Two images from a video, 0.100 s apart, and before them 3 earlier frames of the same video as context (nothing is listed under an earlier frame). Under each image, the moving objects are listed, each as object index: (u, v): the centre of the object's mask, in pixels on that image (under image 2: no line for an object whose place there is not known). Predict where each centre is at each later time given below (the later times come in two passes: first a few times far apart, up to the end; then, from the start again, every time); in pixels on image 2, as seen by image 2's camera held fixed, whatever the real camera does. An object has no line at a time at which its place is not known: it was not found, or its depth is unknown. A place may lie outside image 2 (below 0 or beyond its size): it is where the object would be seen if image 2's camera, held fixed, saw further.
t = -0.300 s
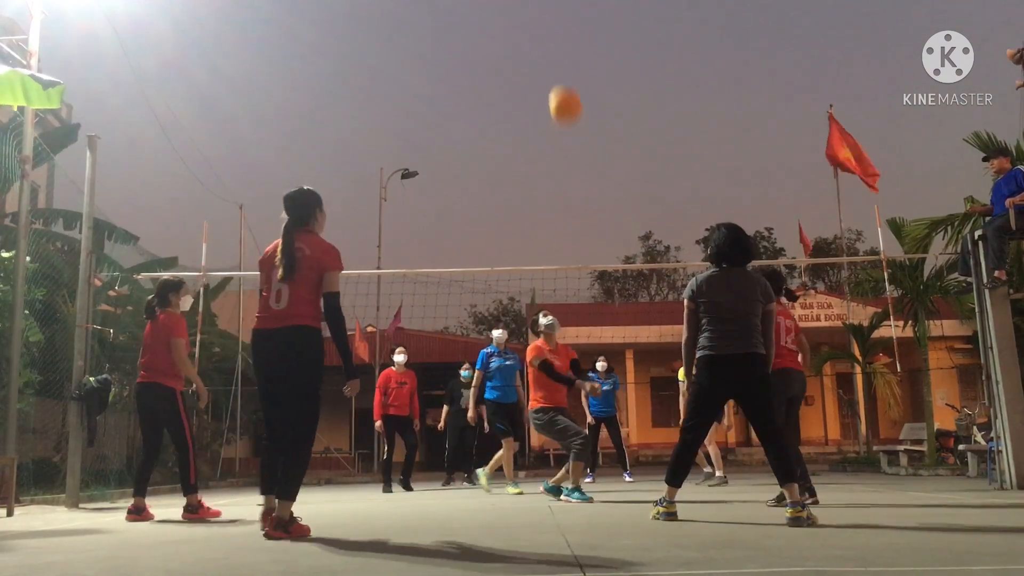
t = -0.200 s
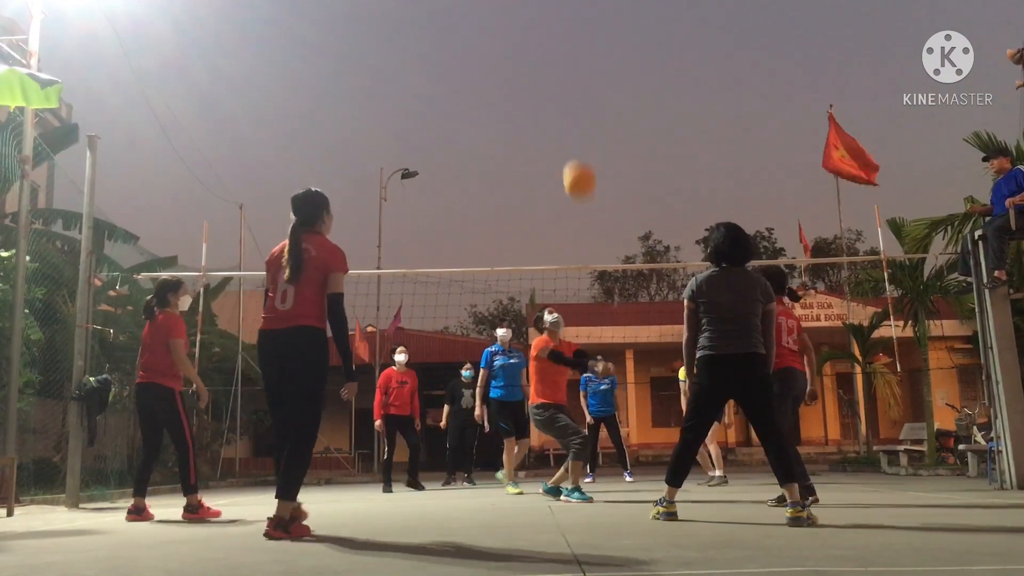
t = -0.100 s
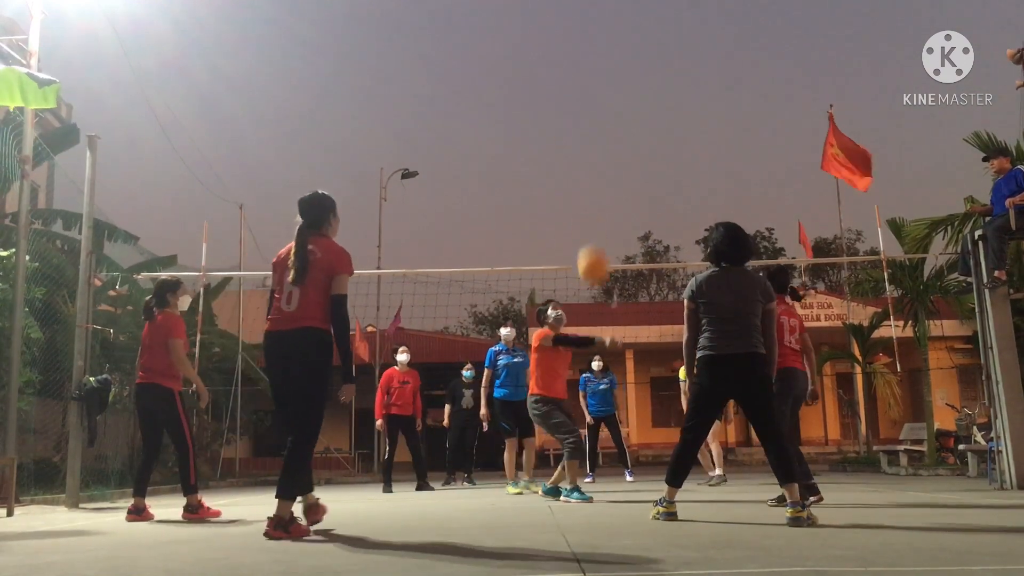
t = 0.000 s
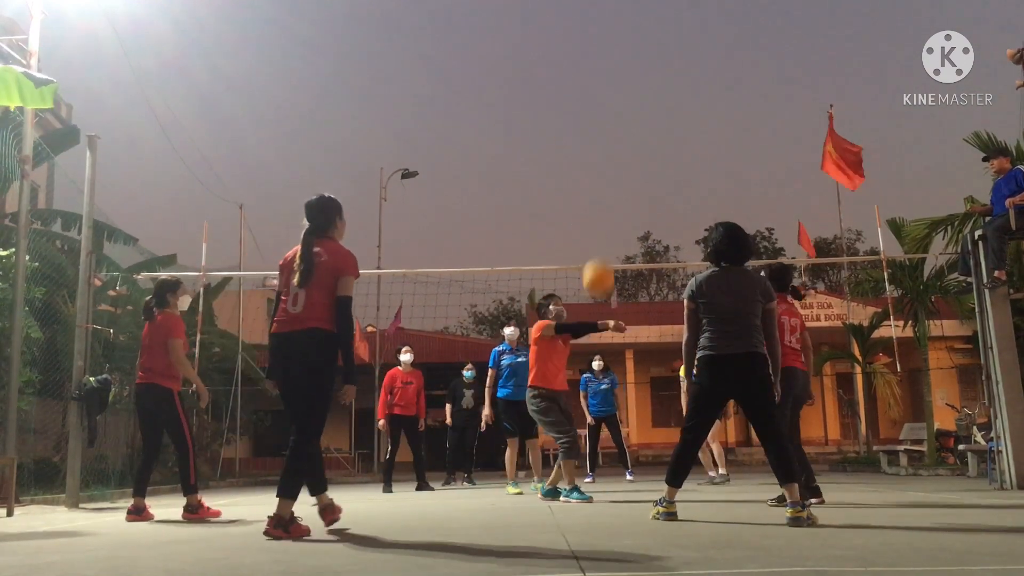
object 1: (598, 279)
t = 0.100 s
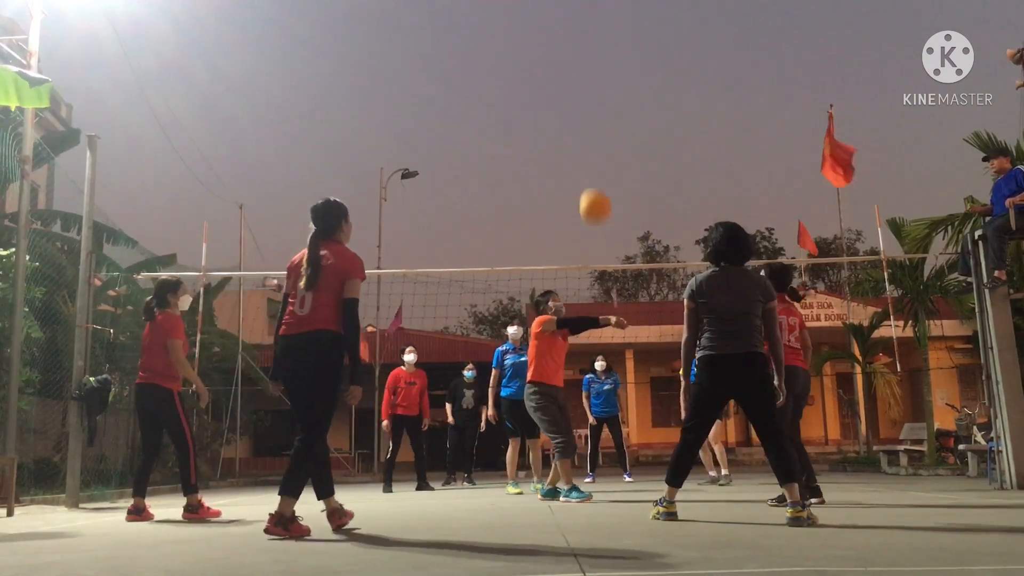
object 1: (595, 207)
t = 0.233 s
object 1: (592, 133)
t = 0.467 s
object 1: (592, 63)
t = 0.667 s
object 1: (596, 56)
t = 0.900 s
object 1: (602, 105)
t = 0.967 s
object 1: (604, 131)
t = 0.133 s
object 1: (594, 185)
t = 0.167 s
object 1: (593, 166)
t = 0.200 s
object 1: (592, 148)
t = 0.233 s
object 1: (592, 133)
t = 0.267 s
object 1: (591, 118)
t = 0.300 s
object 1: (591, 105)
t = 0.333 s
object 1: (591, 94)
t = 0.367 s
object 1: (591, 84)
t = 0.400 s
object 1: (591, 76)
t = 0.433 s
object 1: (592, 69)
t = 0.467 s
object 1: (592, 63)
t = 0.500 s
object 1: (593, 59)
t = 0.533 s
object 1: (594, 56)
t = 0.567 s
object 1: (594, 54)
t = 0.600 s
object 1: (595, 54)
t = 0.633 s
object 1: (596, 54)
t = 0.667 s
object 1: (596, 56)
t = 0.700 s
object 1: (597, 59)
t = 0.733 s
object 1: (598, 64)
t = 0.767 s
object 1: (598, 70)
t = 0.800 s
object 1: (599, 77)
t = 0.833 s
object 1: (600, 85)
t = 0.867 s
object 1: (601, 95)
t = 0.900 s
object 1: (602, 105)
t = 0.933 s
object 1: (603, 117)
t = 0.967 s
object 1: (604, 131)
